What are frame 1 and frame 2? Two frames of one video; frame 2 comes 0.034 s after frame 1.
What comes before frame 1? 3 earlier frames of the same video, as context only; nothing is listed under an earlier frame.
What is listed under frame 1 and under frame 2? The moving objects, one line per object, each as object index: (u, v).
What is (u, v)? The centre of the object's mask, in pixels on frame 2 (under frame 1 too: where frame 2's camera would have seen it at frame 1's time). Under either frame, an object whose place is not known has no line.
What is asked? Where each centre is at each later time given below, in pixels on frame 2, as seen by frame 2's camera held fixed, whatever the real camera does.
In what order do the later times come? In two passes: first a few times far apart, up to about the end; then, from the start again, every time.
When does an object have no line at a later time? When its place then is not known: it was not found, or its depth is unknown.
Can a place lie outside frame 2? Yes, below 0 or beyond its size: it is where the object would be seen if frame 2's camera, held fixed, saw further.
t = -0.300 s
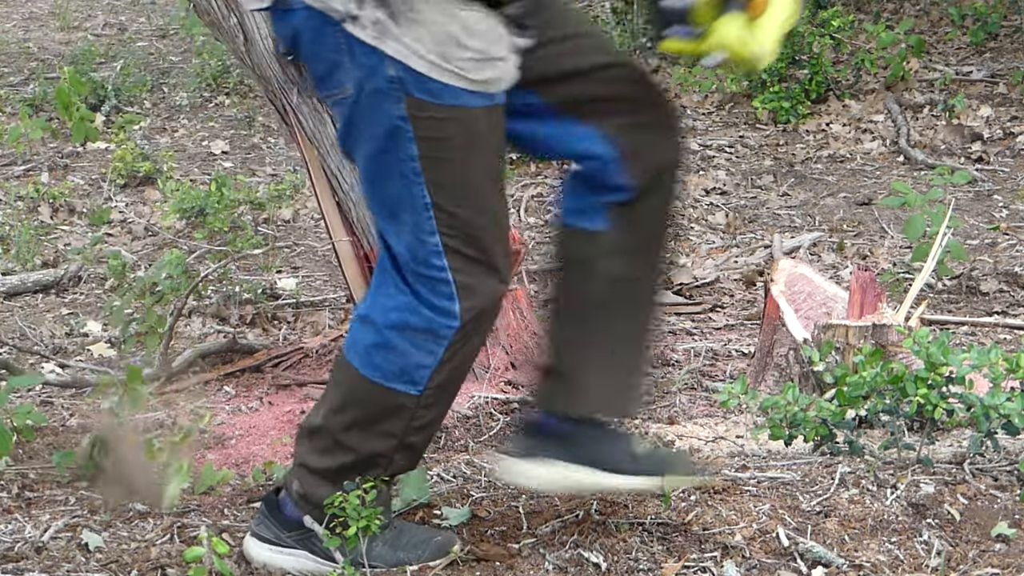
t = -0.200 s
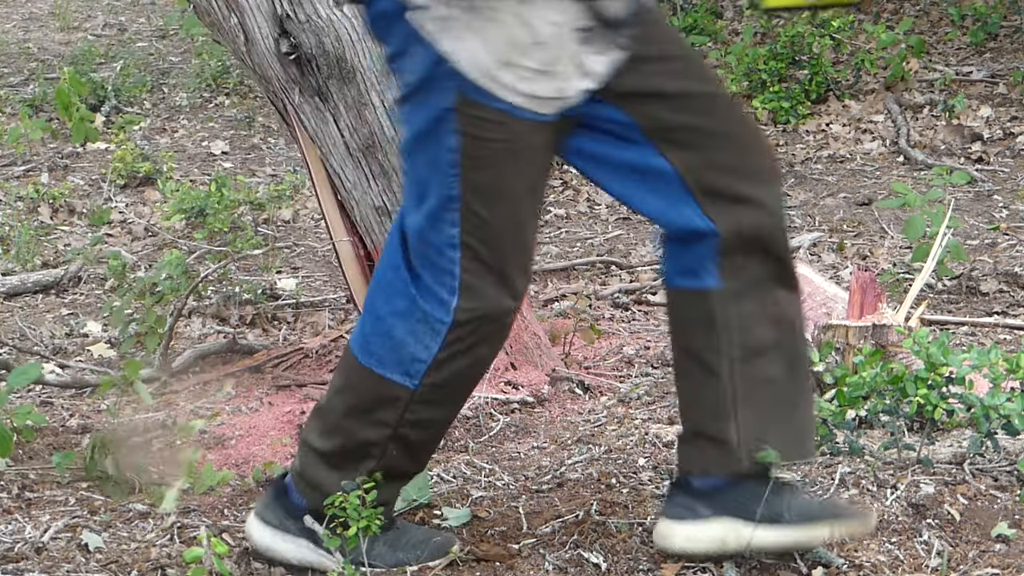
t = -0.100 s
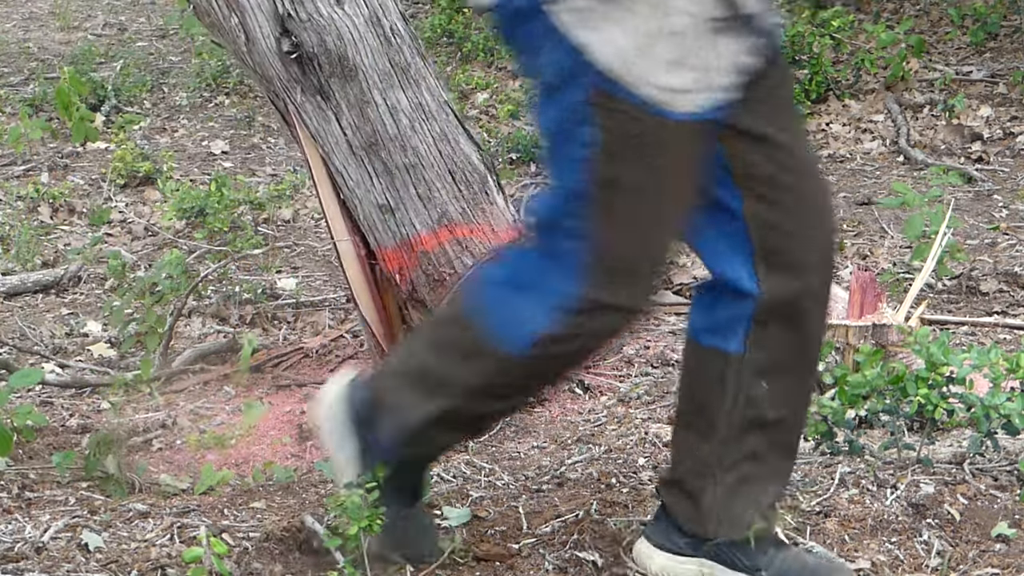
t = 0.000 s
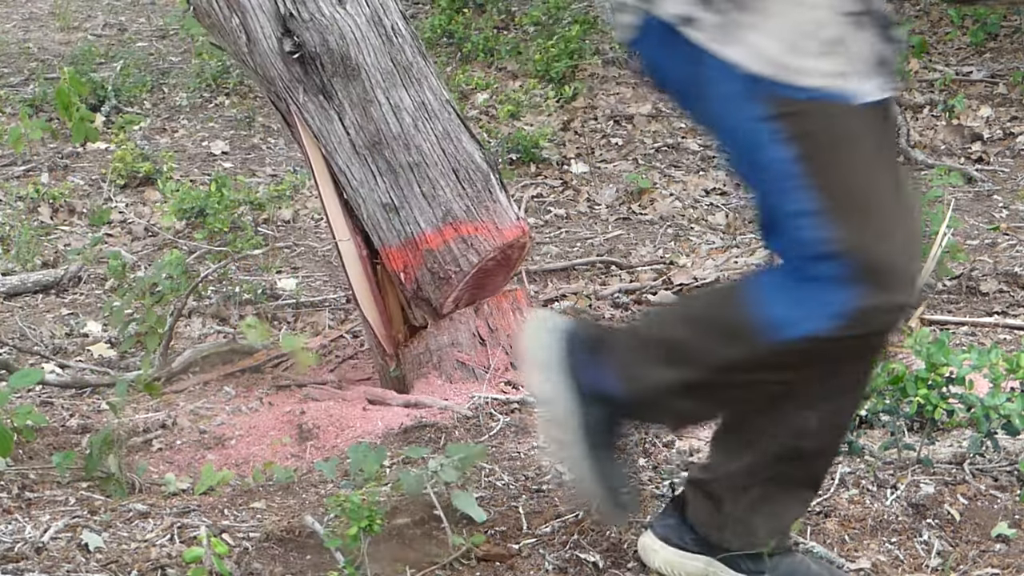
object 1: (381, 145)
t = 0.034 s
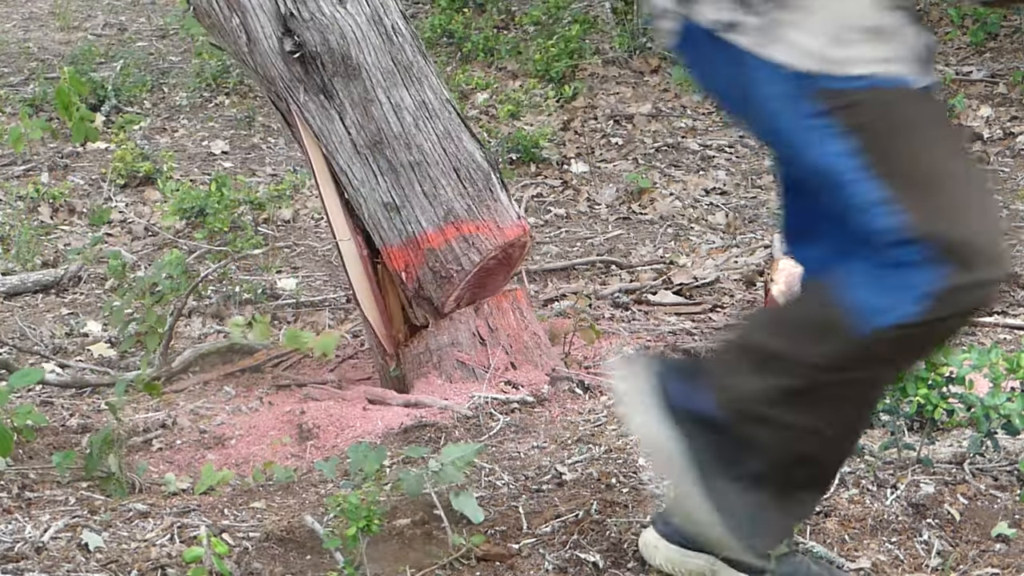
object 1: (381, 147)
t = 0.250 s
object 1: (384, 143)
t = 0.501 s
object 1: (385, 132)
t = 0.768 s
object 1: (387, 130)
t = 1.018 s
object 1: (384, 137)
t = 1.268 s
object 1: (372, 130)
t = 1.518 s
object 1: (344, 130)
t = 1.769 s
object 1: (298, 130)
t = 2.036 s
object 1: (240, 150)
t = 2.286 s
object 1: (230, 189)
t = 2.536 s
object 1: (231, 192)
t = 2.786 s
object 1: (233, 194)
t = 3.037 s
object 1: (228, 186)
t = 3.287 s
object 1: (232, 189)
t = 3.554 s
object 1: (233, 189)
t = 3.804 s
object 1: (233, 190)
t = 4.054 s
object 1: (232, 191)
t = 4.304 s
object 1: (232, 191)
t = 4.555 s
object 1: (231, 191)
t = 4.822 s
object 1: (232, 190)
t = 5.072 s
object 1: (232, 190)
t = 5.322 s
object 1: (232, 190)
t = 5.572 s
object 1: (229, 188)
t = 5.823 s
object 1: (227, 185)
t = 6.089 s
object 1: (225, 184)
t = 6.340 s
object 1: (233, 191)
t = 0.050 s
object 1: (382, 147)
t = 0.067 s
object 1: (382, 146)
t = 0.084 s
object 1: (382, 145)
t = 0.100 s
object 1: (383, 139)
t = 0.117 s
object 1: (383, 138)
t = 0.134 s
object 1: (383, 138)
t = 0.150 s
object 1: (383, 137)
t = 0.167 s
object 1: (383, 138)
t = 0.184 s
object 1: (383, 144)
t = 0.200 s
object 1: (384, 142)
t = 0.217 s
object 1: (384, 138)
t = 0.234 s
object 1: (385, 137)
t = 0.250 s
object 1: (384, 143)
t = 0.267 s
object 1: (385, 137)
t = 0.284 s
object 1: (385, 135)
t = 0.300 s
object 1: (385, 137)
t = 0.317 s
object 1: (384, 142)
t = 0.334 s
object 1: (385, 137)
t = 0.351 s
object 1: (385, 139)
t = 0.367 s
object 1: (384, 140)
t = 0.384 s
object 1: (384, 140)
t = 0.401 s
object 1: (384, 141)
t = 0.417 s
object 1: (384, 141)
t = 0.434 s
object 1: (384, 140)
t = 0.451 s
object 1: (384, 141)
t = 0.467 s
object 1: (384, 140)
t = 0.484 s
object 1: (384, 139)
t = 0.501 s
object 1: (385, 132)
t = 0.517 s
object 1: (384, 139)
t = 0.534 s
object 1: (384, 139)
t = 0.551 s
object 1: (384, 138)
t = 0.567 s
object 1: (385, 133)
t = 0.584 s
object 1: (385, 132)
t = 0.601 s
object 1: (385, 137)
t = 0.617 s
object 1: (385, 137)
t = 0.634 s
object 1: (386, 131)
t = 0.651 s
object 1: (386, 131)
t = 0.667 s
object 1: (386, 130)
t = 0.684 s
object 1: (386, 134)
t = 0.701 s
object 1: (386, 134)
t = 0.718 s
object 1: (386, 134)
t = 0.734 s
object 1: (386, 133)
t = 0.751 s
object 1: (387, 130)
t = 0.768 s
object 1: (387, 130)
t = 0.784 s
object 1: (387, 134)
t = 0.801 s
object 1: (387, 133)
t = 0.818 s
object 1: (387, 133)
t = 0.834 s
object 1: (387, 134)
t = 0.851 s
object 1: (388, 134)
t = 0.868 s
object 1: (387, 139)
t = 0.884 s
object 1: (387, 138)
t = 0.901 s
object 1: (387, 139)
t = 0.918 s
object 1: (387, 139)
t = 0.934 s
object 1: (386, 138)
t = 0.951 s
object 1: (385, 137)
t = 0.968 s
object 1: (385, 137)
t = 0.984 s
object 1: (385, 137)
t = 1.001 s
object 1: (384, 137)
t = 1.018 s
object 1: (384, 137)
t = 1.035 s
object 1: (384, 137)
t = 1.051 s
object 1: (383, 136)
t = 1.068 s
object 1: (383, 135)
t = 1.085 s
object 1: (383, 136)
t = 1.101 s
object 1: (382, 136)
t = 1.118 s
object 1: (382, 134)
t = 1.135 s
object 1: (381, 135)
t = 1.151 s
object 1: (380, 134)
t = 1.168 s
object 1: (379, 134)
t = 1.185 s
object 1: (378, 134)
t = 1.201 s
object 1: (377, 132)
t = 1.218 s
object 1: (376, 131)
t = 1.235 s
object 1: (374, 131)
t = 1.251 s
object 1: (373, 132)
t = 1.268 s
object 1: (372, 130)
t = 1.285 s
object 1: (370, 129)
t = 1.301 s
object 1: (369, 129)
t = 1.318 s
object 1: (367, 131)
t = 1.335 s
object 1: (366, 129)
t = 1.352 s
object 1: (364, 129)
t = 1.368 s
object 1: (362, 129)
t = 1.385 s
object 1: (361, 126)
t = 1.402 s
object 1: (359, 124)
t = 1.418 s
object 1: (356, 123)
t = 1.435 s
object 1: (354, 128)
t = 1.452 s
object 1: (352, 123)
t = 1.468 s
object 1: (350, 123)
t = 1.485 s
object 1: (348, 129)
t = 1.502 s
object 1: (346, 130)
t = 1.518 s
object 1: (344, 130)
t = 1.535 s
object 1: (341, 129)
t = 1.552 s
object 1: (338, 129)
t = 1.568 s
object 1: (339, 134)
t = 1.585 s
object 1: (336, 135)
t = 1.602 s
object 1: (331, 130)
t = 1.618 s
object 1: (331, 133)
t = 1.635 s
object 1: (329, 133)
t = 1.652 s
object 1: (325, 133)
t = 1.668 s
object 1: (322, 129)
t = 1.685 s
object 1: (318, 130)
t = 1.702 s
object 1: (315, 130)
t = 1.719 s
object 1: (311, 129)
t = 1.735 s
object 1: (308, 132)
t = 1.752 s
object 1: (303, 130)
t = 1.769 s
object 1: (298, 130)
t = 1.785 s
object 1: (294, 130)
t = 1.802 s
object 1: (291, 133)
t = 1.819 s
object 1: (287, 133)
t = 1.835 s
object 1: (283, 134)
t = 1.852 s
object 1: (279, 134)
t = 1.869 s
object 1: (274, 134)
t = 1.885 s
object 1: (269, 135)
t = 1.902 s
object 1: (266, 137)
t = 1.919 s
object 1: (264, 140)
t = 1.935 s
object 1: (261, 141)
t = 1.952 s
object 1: (257, 140)
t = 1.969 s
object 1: (254, 142)
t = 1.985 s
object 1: (249, 143)
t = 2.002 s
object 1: (246, 146)
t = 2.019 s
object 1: (243, 149)
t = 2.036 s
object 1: (240, 150)
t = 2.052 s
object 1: (235, 151)
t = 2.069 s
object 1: (233, 155)
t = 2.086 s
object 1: (232, 159)
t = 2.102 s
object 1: (232, 162)
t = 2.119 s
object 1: (229, 167)
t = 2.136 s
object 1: (230, 173)
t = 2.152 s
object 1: (229, 174)
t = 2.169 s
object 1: (230, 178)
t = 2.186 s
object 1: (230, 180)
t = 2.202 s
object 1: (230, 182)
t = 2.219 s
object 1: (230, 184)
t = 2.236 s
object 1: (230, 185)
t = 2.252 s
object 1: (230, 187)
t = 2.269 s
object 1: (230, 188)
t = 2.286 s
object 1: (230, 189)
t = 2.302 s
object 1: (231, 190)
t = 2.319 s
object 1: (231, 191)
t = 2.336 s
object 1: (229, 190)
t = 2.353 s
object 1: (231, 191)
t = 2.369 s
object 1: (230, 190)
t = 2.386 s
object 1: (231, 190)
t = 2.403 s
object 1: (232, 190)
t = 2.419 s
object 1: (232, 190)
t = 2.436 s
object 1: (232, 190)
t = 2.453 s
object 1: (232, 190)
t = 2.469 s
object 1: (232, 190)
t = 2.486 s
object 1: (228, 185)
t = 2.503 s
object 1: (228, 186)
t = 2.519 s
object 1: (228, 187)
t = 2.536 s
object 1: (231, 192)
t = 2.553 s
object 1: (228, 188)
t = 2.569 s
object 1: (229, 189)
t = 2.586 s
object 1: (229, 189)
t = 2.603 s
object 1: (231, 192)
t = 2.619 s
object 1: (228, 188)
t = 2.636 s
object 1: (228, 189)
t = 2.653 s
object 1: (228, 189)
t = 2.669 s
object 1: (232, 194)
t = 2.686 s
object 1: (231, 193)
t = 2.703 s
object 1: (232, 194)
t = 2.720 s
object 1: (232, 194)
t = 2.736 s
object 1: (233, 194)
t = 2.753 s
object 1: (233, 194)
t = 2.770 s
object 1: (233, 194)
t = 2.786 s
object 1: (233, 194)
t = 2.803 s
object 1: (233, 194)
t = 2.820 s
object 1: (233, 194)
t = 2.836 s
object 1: (233, 194)
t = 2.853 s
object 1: (234, 194)
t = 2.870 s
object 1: (233, 193)
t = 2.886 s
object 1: (234, 194)
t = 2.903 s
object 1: (233, 193)
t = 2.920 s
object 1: (233, 193)
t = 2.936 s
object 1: (234, 193)
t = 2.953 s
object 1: (234, 193)
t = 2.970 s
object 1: (229, 187)
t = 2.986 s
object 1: (229, 187)
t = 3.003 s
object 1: (228, 186)
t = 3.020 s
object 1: (229, 187)
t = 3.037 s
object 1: (228, 186)
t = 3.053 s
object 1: (229, 187)
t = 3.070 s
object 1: (228, 185)
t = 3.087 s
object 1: (228, 185)
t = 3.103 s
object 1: (228, 185)
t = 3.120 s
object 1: (228, 185)
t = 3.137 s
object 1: (228, 185)
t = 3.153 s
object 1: (228, 185)
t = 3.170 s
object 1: (228, 185)
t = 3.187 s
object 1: (226, 184)
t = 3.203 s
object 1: (227, 184)
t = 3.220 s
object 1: (227, 184)
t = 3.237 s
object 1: (227, 184)
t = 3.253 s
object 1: (227, 184)
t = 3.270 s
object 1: (232, 189)
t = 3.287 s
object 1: (232, 189)
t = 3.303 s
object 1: (232, 189)
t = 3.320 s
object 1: (233, 189)
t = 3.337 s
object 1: (233, 189)
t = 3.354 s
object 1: (232, 189)
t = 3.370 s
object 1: (232, 189)
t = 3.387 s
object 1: (233, 189)
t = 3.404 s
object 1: (232, 189)
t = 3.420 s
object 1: (232, 189)
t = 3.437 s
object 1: (233, 189)
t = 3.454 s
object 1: (233, 189)
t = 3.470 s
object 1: (233, 189)
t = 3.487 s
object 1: (233, 189)
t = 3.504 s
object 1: (233, 189)
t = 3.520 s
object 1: (233, 188)
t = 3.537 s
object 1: (233, 189)
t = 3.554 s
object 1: (233, 189)
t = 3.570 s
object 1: (233, 189)
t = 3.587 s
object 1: (233, 189)
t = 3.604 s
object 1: (233, 189)
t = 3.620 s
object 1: (233, 189)
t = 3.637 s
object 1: (233, 189)
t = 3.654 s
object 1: (233, 189)
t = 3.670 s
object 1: (233, 189)
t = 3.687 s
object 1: (233, 189)
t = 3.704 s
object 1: (233, 189)
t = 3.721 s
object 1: (233, 189)
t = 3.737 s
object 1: (233, 189)
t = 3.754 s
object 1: (233, 189)
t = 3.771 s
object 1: (233, 189)
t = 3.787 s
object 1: (233, 190)
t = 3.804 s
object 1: (233, 190)
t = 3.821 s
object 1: (233, 190)
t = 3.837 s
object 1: (233, 190)
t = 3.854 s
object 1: (233, 190)
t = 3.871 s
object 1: (232, 190)
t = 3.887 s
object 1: (232, 190)
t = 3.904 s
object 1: (232, 190)
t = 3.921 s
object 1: (232, 190)
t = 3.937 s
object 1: (232, 190)
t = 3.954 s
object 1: (232, 190)
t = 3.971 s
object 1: (232, 190)
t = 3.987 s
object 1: (232, 190)
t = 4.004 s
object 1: (232, 190)
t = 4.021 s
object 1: (232, 190)
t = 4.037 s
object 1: (232, 191)
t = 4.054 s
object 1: (232, 191)
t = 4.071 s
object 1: (232, 191)
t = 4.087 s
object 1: (232, 191)
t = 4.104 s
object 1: (232, 191)
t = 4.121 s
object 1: (232, 191)
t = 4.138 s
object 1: (232, 191)
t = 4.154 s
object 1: (230, 190)
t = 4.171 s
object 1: (232, 191)
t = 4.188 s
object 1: (232, 191)
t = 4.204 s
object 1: (232, 191)
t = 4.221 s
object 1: (232, 191)
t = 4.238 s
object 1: (232, 191)
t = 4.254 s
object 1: (232, 191)
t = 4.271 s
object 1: (232, 191)
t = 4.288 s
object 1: (232, 191)
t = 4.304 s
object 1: (232, 191)
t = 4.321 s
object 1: (232, 191)
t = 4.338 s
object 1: (232, 191)
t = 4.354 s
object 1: (232, 191)
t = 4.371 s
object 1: (232, 191)
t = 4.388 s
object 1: (232, 191)
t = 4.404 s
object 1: (232, 191)
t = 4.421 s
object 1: (232, 191)
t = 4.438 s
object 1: (232, 191)
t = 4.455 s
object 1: (232, 191)
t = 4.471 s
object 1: (232, 191)
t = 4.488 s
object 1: (232, 191)
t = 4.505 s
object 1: (232, 191)
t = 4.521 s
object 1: (232, 191)
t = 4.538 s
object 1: (232, 191)
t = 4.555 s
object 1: (231, 191)
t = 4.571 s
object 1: (231, 191)
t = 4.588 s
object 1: (232, 191)
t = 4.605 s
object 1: (232, 191)
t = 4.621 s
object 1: (232, 191)
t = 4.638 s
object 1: (232, 191)
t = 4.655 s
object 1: (232, 191)
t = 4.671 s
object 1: (232, 191)
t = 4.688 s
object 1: (232, 191)
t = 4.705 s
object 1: (231, 190)
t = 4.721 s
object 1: (232, 191)
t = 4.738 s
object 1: (232, 191)
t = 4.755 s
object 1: (232, 191)
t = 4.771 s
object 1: (232, 191)
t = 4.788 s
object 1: (232, 191)
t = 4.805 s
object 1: (232, 191)
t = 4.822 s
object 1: (232, 190)
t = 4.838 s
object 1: (232, 190)
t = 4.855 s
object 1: (232, 190)
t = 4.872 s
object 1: (232, 190)
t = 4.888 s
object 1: (232, 190)
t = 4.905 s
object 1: (232, 190)
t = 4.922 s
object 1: (232, 190)
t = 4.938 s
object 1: (232, 191)
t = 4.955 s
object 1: (232, 191)
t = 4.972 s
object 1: (232, 191)
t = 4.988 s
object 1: (232, 190)
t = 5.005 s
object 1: (232, 190)
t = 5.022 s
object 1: (232, 190)
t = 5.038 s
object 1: (232, 190)
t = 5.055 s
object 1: (231, 190)
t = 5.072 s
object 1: (232, 190)
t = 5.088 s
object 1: (232, 190)
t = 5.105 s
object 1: (232, 191)
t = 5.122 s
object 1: (232, 190)
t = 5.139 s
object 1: (232, 190)
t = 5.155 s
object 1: (232, 191)
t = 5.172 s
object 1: (232, 190)
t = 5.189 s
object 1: (232, 190)
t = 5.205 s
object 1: (232, 190)
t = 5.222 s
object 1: (232, 190)
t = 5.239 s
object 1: (232, 190)
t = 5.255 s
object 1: (232, 190)
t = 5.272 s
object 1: (232, 190)
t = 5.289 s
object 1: (232, 190)
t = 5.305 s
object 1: (232, 190)
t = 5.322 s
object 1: (232, 190)
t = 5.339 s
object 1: (232, 190)
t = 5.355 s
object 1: (232, 190)
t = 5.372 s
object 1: (232, 190)
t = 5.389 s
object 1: (232, 190)
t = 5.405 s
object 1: (232, 190)
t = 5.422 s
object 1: (232, 190)
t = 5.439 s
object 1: (231, 190)
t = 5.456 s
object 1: (232, 191)
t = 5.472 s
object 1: (232, 191)
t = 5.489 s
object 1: (232, 191)
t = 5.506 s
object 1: (232, 191)
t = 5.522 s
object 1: (225, 184)
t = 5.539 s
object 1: (225, 184)
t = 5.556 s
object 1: (225, 184)
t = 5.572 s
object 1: (229, 188)
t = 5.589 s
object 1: (230, 189)
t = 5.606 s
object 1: (231, 190)
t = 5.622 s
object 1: (231, 190)
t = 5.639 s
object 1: (231, 190)
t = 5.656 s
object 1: (231, 190)
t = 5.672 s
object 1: (231, 190)
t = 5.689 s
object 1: (227, 185)
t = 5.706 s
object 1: (227, 185)
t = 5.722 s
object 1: (227, 186)
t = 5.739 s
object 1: (227, 186)
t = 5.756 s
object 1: (227, 185)
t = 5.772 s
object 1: (227, 185)
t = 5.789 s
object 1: (227, 185)
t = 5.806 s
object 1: (226, 185)
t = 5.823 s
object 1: (227, 185)
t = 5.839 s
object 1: (227, 185)
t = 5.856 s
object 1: (227, 185)
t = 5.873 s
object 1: (227, 186)
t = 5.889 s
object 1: (227, 185)
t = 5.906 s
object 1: (227, 185)
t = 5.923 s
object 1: (227, 185)
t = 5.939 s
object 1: (226, 185)
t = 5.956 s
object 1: (226, 185)
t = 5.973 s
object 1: (226, 185)
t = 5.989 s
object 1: (226, 185)
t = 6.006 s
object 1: (226, 185)
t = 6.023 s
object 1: (225, 184)
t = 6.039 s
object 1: (225, 184)
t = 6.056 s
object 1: (225, 184)
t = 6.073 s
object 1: (225, 184)
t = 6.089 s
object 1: (225, 184)
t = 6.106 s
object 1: (235, 193)
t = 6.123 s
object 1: (224, 184)
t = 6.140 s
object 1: (224, 183)
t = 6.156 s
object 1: (224, 183)
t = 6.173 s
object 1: (224, 184)
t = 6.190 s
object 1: (224, 183)
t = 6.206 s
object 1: (224, 183)
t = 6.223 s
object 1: (224, 183)
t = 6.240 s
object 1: (224, 183)
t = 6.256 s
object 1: (224, 183)
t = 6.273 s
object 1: (234, 192)
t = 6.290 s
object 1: (225, 184)
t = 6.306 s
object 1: (233, 192)
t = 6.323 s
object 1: (233, 191)
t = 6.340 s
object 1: (233, 191)
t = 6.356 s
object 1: (231, 190)
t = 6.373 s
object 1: (231, 190)
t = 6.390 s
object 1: (225, 184)
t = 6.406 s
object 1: (225, 184)
